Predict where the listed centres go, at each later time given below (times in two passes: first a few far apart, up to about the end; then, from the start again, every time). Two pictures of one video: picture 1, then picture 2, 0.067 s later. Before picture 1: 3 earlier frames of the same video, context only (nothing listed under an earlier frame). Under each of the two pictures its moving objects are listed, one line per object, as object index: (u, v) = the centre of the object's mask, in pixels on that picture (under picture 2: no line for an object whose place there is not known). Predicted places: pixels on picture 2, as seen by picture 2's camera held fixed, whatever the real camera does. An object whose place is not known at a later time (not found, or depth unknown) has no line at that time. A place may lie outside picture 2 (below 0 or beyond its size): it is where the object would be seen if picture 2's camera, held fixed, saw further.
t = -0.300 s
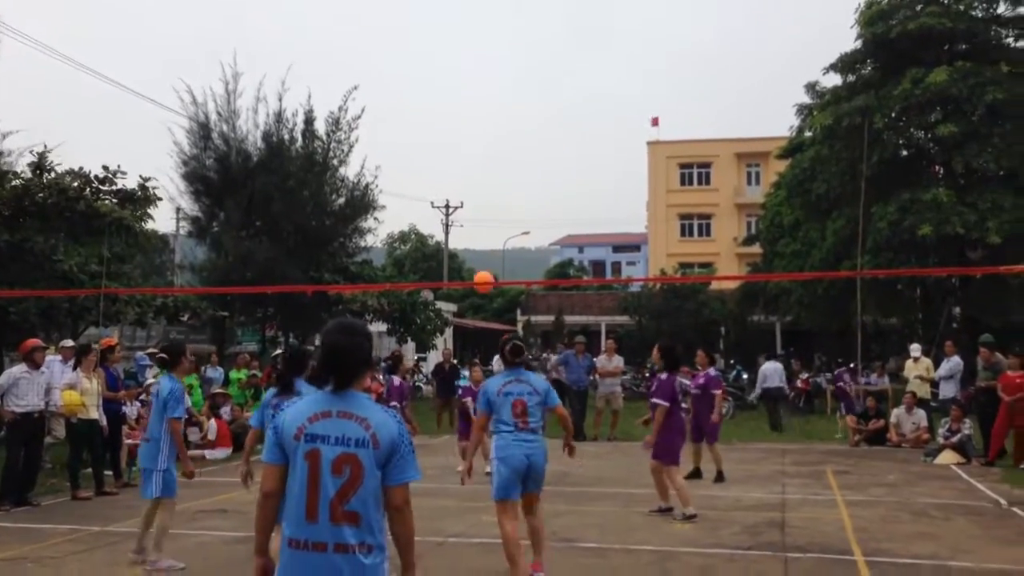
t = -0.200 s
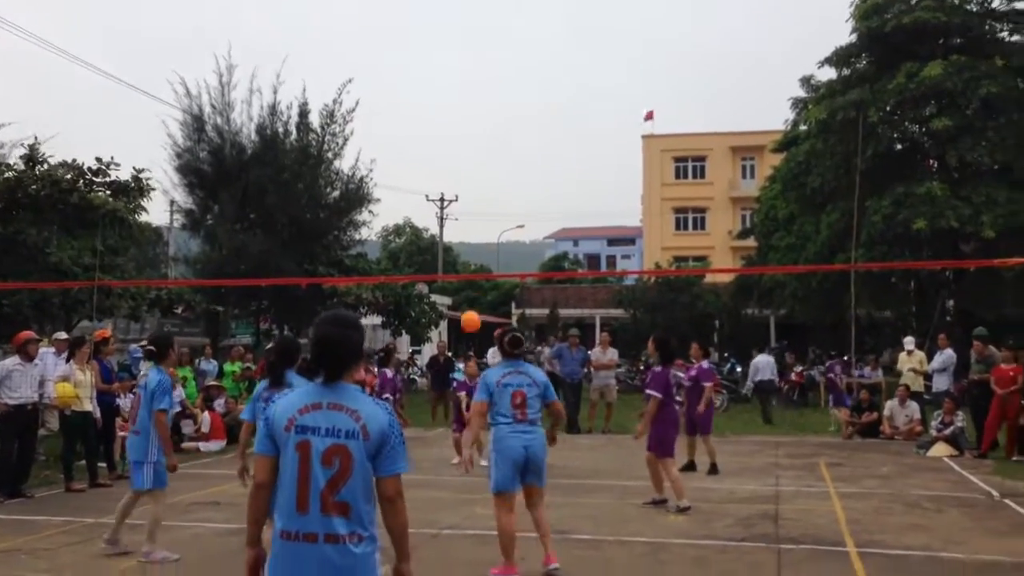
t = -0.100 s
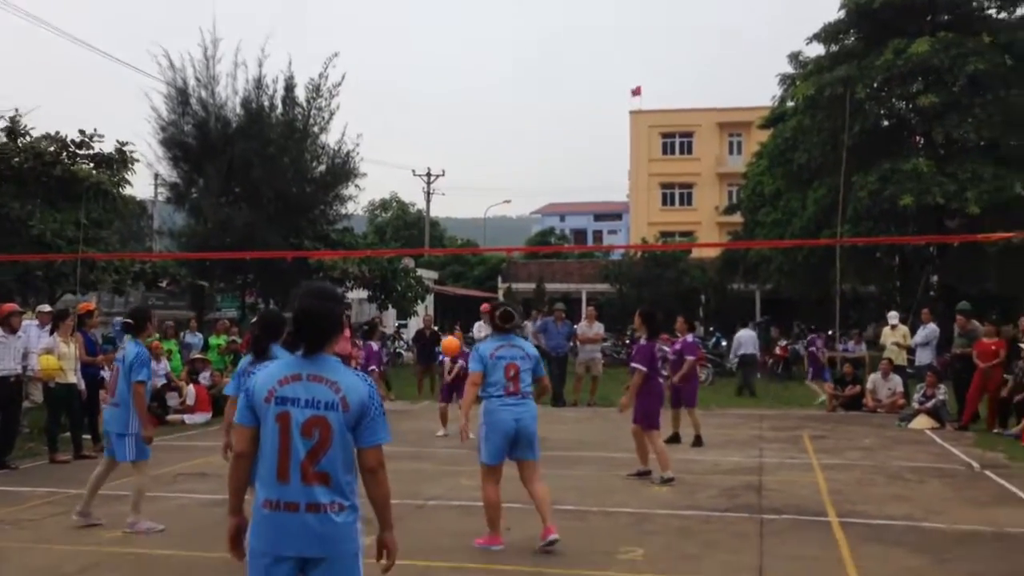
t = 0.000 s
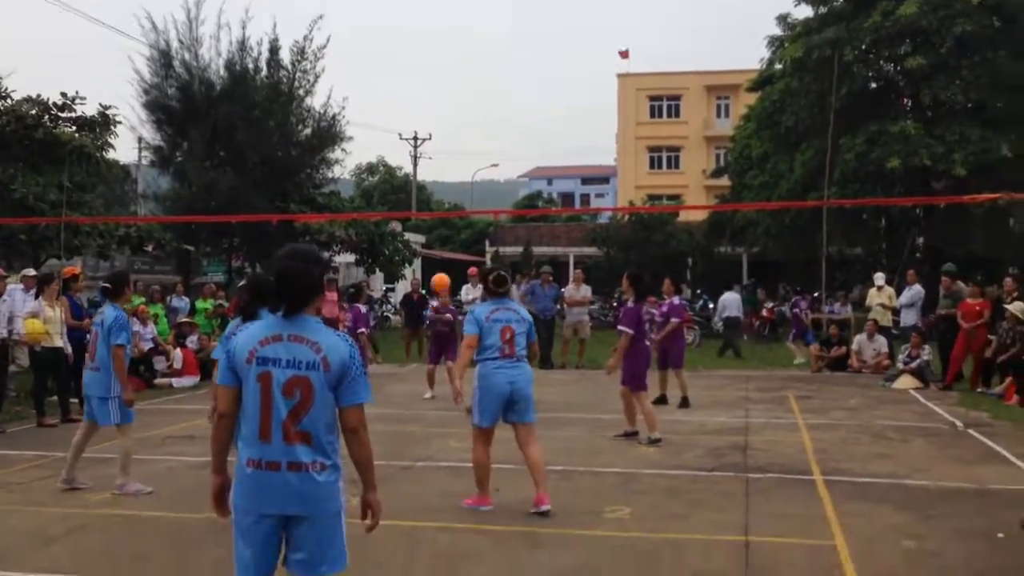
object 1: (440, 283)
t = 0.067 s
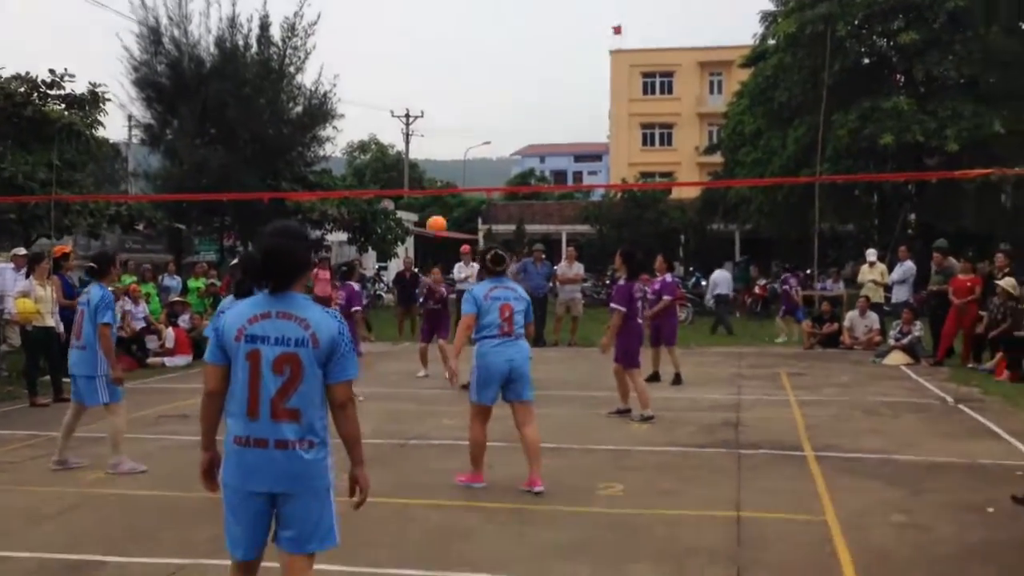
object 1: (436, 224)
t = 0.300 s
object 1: (443, 124)
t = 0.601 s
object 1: (444, 64)
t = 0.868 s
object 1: (439, 67)
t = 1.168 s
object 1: (426, 162)
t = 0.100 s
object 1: (438, 209)
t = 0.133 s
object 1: (439, 192)
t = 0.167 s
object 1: (440, 178)
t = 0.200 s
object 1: (442, 163)
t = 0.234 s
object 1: (442, 149)
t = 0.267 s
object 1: (442, 136)
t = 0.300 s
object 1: (443, 124)
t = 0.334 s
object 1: (443, 112)
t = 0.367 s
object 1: (443, 102)
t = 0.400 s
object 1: (444, 92)
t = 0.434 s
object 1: (444, 84)
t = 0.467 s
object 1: (444, 77)
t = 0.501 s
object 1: (445, 70)
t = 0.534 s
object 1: (445, 68)
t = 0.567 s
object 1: (444, 65)
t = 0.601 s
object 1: (444, 64)
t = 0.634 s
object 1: (444, 63)
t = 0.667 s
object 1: (443, 62)
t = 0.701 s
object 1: (443, 60)
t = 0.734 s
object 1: (442, 60)
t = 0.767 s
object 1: (441, 60)
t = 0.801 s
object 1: (441, 61)
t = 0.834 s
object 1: (440, 63)
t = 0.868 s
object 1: (439, 67)
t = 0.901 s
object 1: (438, 74)
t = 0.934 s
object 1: (438, 81)
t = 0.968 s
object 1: (437, 89)
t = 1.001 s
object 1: (435, 98)
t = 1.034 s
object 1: (434, 108)
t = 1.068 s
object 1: (432, 120)
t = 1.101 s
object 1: (430, 132)
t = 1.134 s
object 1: (428, 146)
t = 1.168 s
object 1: (426, 162)
